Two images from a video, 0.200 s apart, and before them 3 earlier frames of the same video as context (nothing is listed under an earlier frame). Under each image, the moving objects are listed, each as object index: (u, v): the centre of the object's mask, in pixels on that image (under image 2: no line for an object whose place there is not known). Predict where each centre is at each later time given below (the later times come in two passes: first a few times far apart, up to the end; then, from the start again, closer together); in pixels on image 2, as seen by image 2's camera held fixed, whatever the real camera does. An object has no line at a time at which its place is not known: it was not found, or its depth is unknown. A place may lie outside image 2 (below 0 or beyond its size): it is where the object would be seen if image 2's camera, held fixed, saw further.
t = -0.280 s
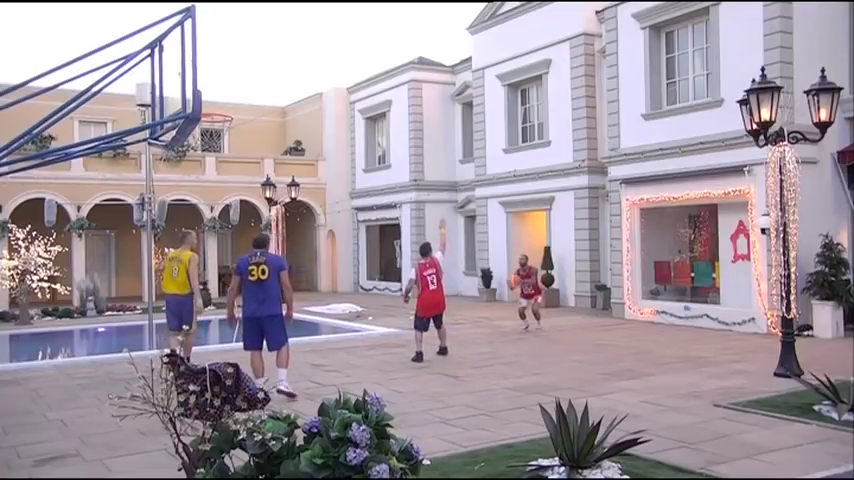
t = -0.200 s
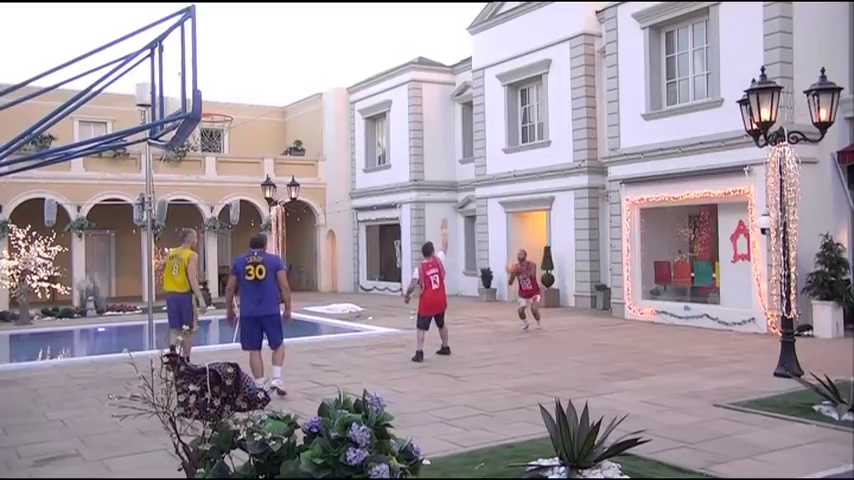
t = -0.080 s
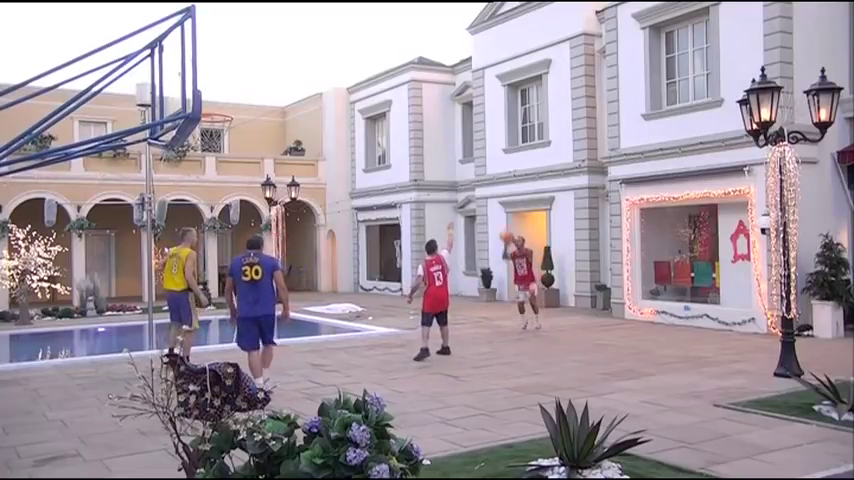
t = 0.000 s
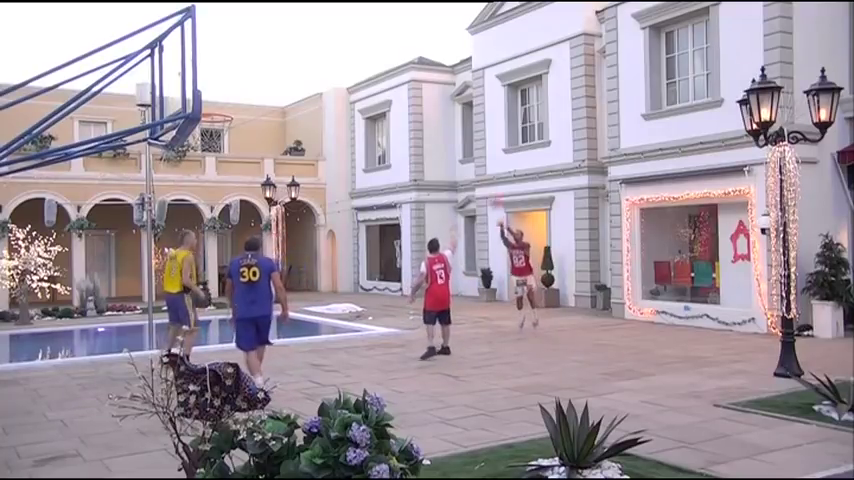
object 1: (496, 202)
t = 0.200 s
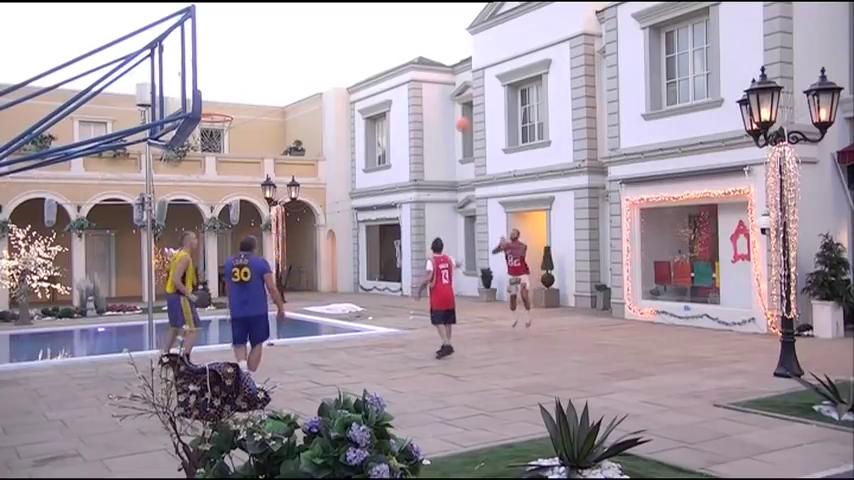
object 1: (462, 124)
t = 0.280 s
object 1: (450, 99)
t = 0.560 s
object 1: (395, 29)
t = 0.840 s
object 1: (332, 7)
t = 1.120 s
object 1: (256, 40)
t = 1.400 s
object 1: (217, 107)
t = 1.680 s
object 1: (212, 87)
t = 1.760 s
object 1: (211, 94)
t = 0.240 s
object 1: (456, 111)
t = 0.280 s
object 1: (450, 99)
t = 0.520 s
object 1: (403, 37)
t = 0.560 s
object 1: (395, 29)
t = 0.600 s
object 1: (387, 23)
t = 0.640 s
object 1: (378, 18)
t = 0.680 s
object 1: (369, 13)
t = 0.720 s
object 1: (360, 9)
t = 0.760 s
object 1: (351, 8)
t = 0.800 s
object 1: (341, 7)
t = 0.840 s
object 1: (332, 7)
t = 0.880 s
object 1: (322, 8)
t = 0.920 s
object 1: (312, 9)
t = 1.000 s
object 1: (290, 16)
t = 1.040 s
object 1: (279, 23)
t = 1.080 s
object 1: (268, 30)
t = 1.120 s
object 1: (256, 40)
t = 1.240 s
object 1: (219, 79)
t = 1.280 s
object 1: (207, 98)
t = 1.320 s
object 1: (204, 114)
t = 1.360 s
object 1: (210, 115)
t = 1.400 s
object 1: (217, 107)
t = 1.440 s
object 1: (217, 101)
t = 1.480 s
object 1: (216, 95)
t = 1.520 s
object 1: (215, 90)
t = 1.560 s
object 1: (214, 87)
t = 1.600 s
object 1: (213, 86)
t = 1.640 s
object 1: (213, 85)
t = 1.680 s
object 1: (212, 87)
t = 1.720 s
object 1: (211, 89)
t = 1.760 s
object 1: (211, 94)
